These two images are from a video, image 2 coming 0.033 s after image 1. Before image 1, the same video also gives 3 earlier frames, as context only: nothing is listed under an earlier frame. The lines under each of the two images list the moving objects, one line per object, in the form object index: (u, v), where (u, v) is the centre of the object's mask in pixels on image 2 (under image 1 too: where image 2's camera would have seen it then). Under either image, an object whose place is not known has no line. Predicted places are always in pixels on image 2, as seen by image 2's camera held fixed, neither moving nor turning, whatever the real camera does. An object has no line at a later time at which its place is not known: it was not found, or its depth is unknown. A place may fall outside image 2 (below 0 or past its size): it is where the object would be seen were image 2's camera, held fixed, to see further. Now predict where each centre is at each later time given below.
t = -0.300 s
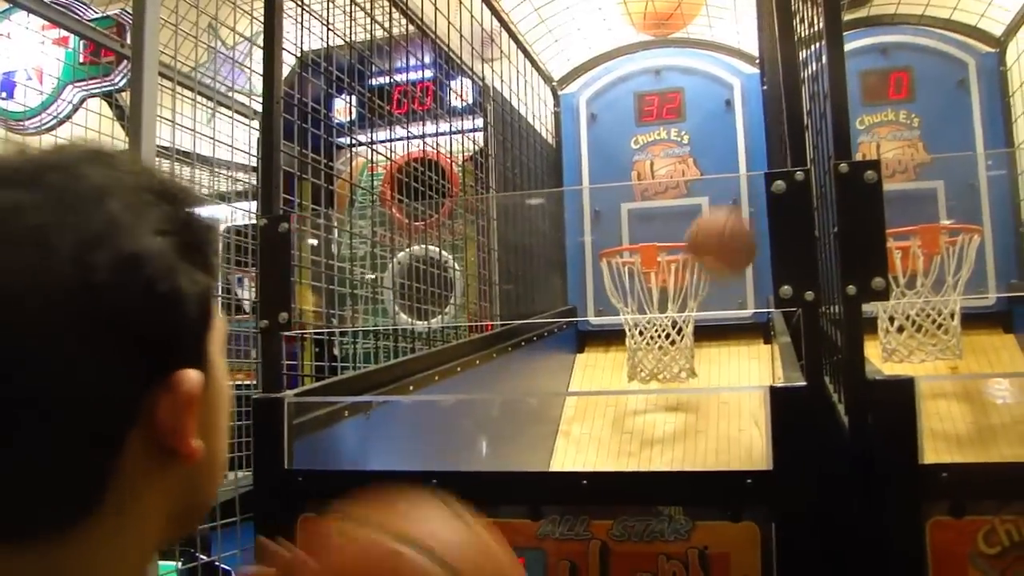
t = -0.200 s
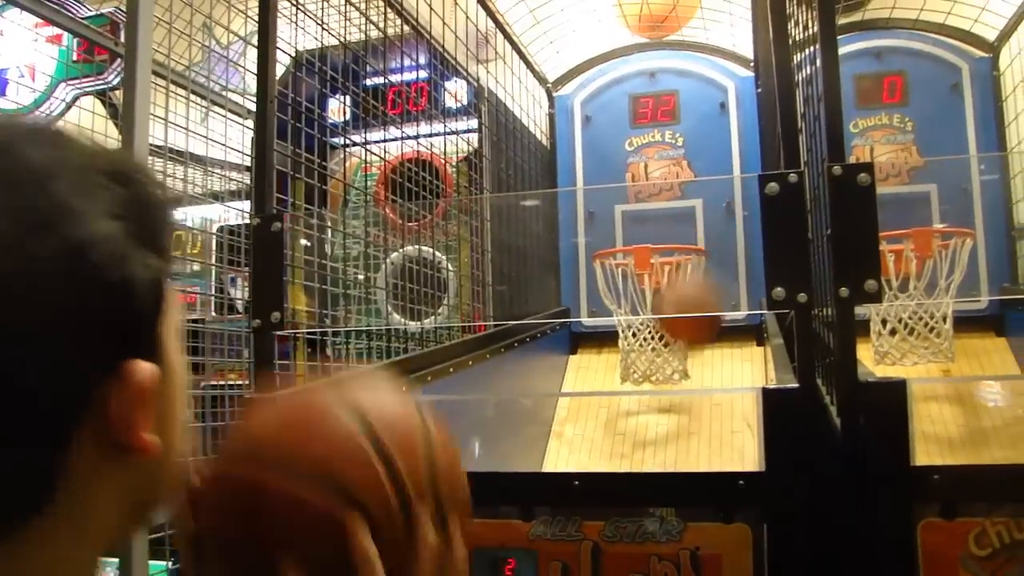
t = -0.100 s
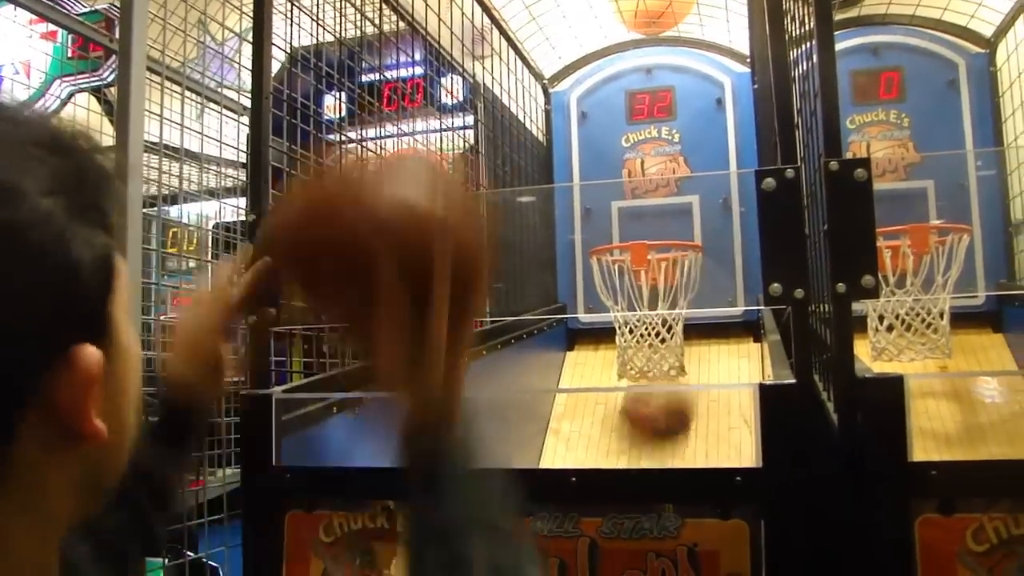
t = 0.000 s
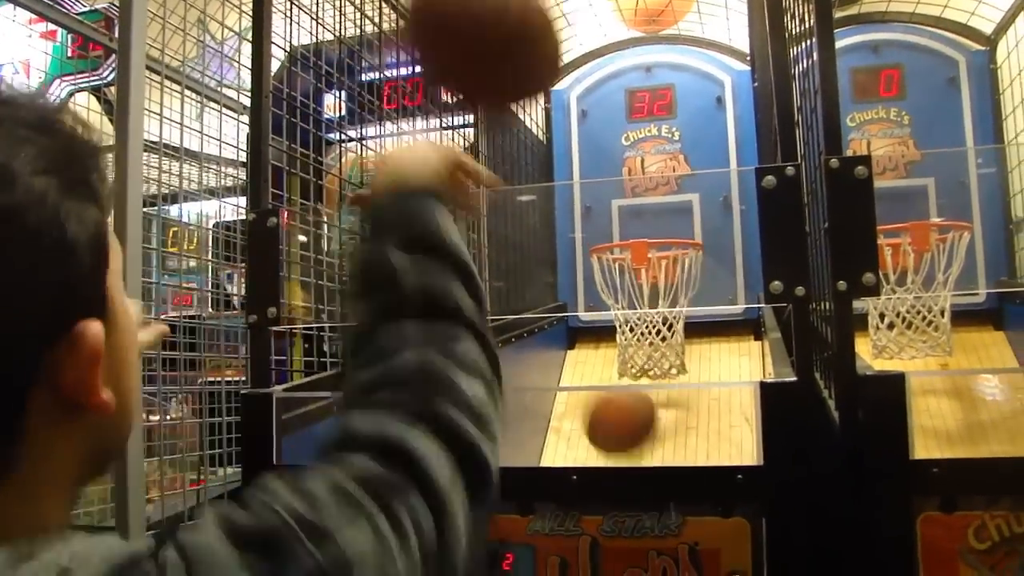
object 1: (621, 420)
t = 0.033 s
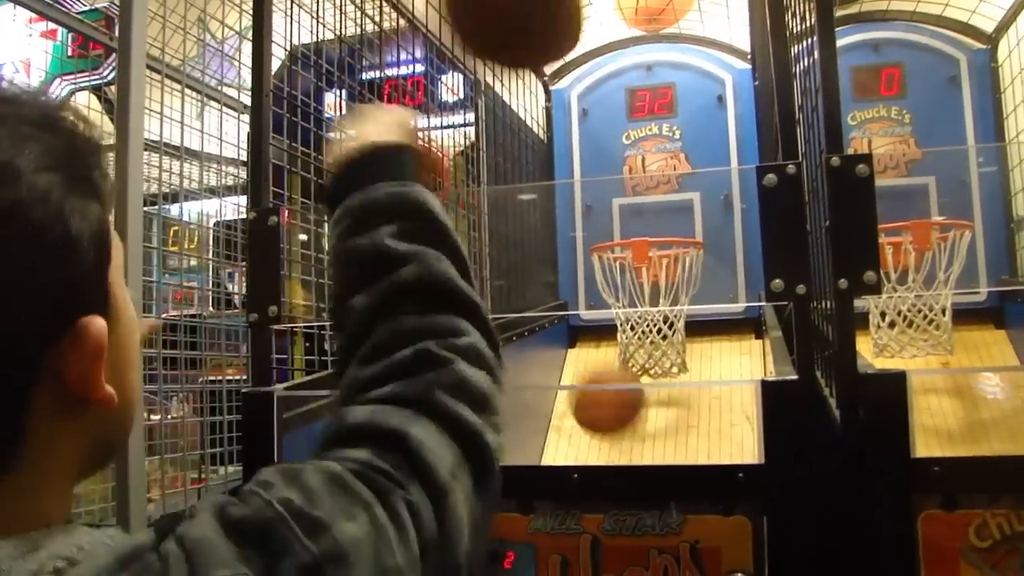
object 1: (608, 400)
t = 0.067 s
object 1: (595, 385)
